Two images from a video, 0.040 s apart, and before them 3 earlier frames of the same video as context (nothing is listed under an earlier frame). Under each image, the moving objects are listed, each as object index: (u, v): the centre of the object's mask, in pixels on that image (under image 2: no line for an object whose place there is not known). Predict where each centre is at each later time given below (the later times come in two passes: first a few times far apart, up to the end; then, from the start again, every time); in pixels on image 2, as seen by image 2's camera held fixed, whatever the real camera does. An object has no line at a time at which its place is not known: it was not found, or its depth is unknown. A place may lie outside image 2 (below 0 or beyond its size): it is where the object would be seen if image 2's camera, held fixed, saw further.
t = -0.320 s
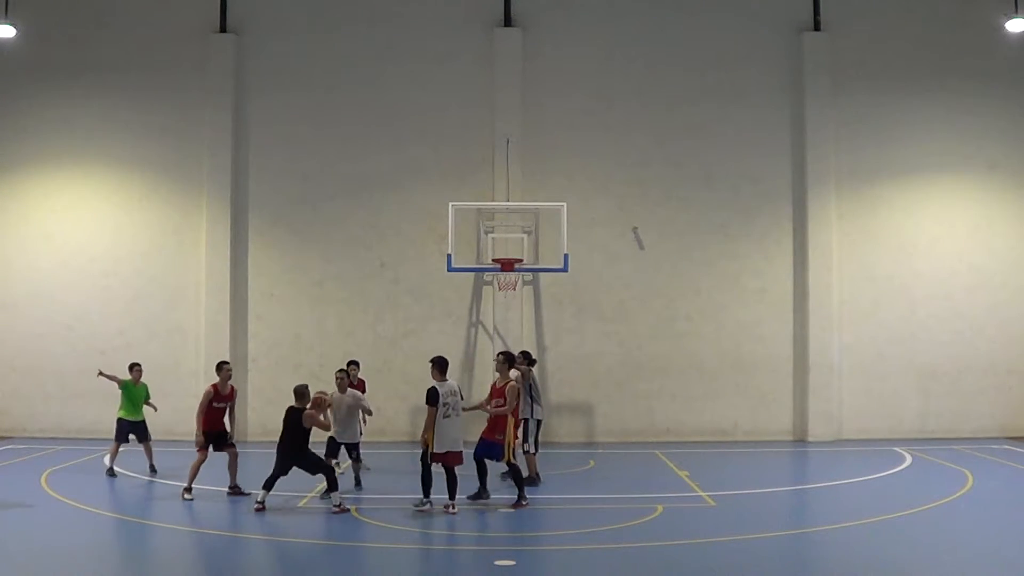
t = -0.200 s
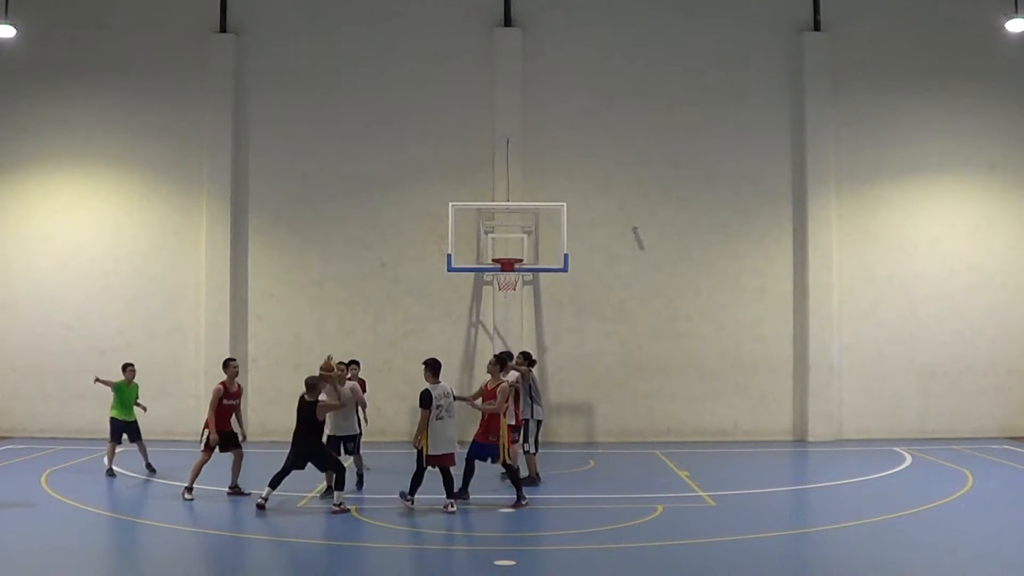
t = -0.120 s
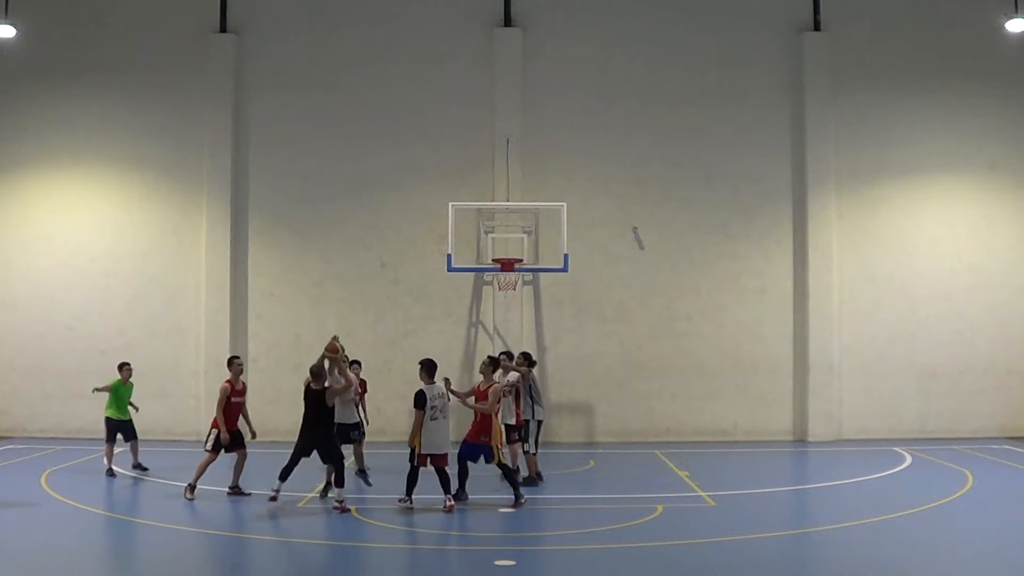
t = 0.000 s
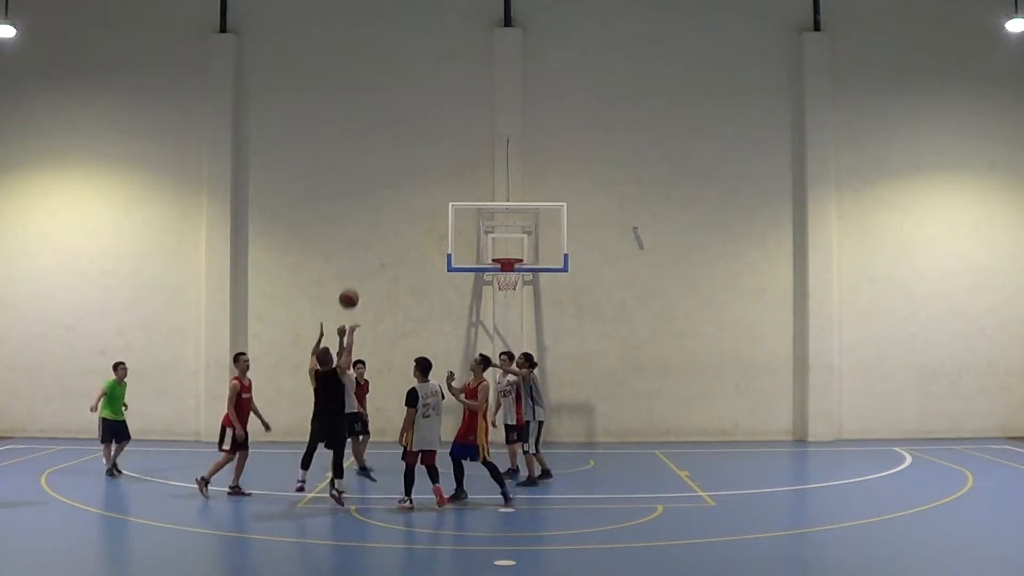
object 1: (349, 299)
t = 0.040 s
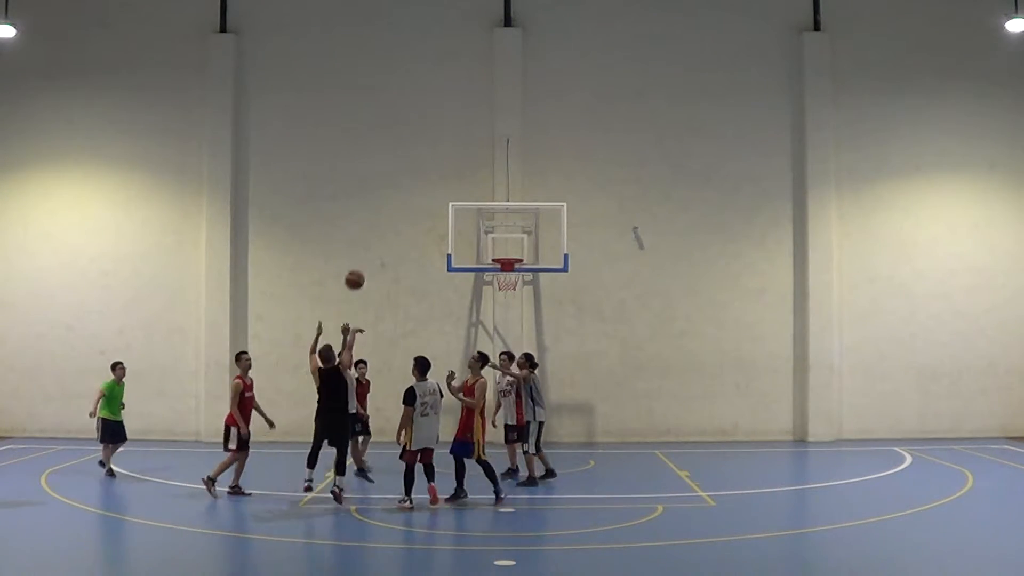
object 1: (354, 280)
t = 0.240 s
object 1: (381, 209)
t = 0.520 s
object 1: (414, 170)
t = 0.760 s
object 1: (437, 185)
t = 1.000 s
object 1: (458, 235)
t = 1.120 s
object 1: (467, 272)
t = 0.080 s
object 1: (360, 262)
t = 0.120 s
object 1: (365, 247)
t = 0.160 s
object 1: (371, 233)
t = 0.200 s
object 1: (376, 220)
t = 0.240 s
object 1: (381, 209)
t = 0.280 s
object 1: (386, 199)
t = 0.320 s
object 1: (391, 192)
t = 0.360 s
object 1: (396, 185)
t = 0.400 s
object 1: (400, 179)
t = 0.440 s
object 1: (404, 175)
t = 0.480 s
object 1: (409, 173)
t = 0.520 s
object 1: (414, 170)
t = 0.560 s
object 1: (418, 170)
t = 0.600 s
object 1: (422, 171)
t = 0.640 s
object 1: (426, 172)
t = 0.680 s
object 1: (430, 175)
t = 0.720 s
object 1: (433, 179)
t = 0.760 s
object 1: (437, 185)
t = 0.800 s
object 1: (441, 190)
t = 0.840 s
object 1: (444, 197)
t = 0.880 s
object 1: (448, 206)
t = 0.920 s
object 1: (451, 214)
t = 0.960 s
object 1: (455, 224)
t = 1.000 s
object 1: (458, 235)
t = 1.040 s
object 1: (461, 246)
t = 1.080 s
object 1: (464, 258)
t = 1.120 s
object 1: (467, 272)
